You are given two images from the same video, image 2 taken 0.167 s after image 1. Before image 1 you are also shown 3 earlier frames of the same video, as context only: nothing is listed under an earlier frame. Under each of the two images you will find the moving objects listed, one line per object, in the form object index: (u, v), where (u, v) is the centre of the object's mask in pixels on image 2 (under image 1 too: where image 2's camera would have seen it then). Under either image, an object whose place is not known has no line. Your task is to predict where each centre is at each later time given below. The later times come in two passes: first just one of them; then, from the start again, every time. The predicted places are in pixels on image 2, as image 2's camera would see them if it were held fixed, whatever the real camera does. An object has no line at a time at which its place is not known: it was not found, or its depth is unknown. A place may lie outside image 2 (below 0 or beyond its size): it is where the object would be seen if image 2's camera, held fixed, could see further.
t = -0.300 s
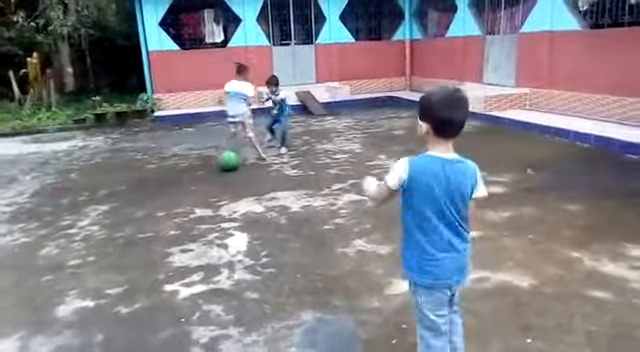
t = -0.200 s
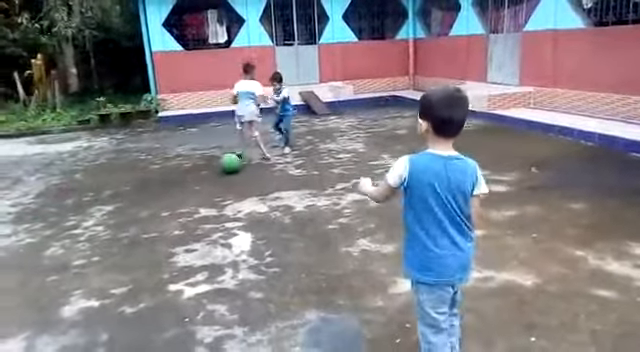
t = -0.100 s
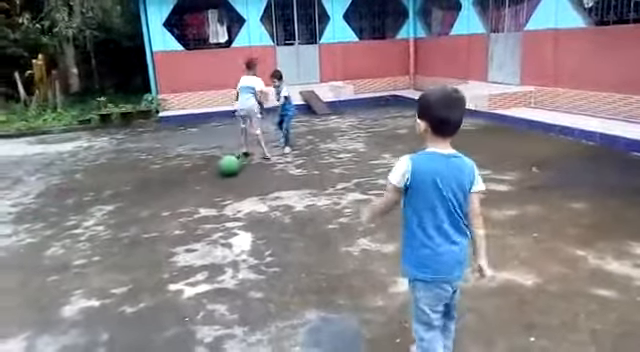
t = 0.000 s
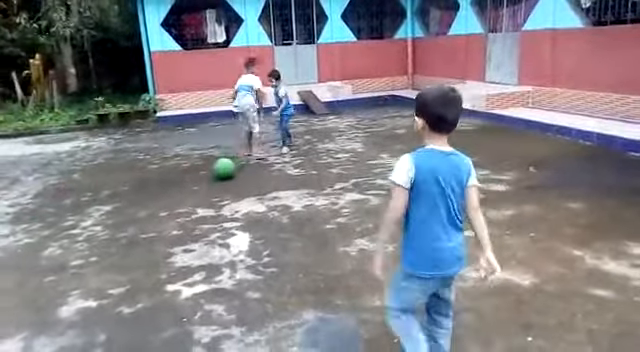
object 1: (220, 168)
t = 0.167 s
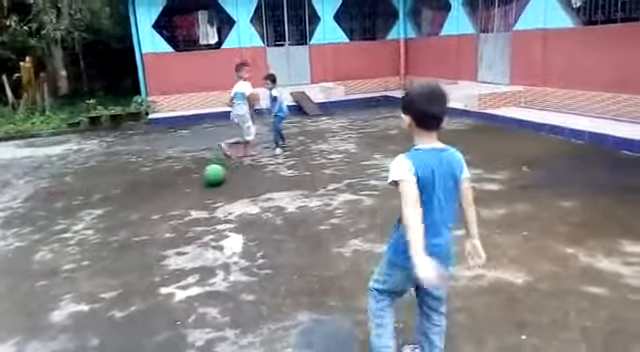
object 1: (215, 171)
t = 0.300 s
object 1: (211, 177)
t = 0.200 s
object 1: (213, 175)
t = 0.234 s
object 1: (213, 176)
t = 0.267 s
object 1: (212, 176)
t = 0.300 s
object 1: (211, 177)
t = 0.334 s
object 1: (211, 179)
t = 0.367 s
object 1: (209, 179)
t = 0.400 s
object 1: (209, 181)
